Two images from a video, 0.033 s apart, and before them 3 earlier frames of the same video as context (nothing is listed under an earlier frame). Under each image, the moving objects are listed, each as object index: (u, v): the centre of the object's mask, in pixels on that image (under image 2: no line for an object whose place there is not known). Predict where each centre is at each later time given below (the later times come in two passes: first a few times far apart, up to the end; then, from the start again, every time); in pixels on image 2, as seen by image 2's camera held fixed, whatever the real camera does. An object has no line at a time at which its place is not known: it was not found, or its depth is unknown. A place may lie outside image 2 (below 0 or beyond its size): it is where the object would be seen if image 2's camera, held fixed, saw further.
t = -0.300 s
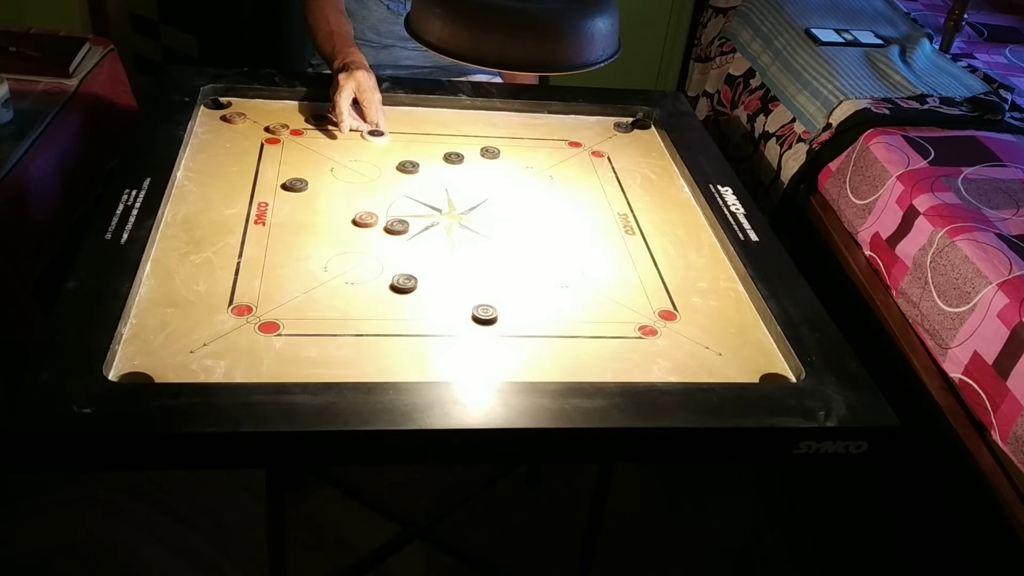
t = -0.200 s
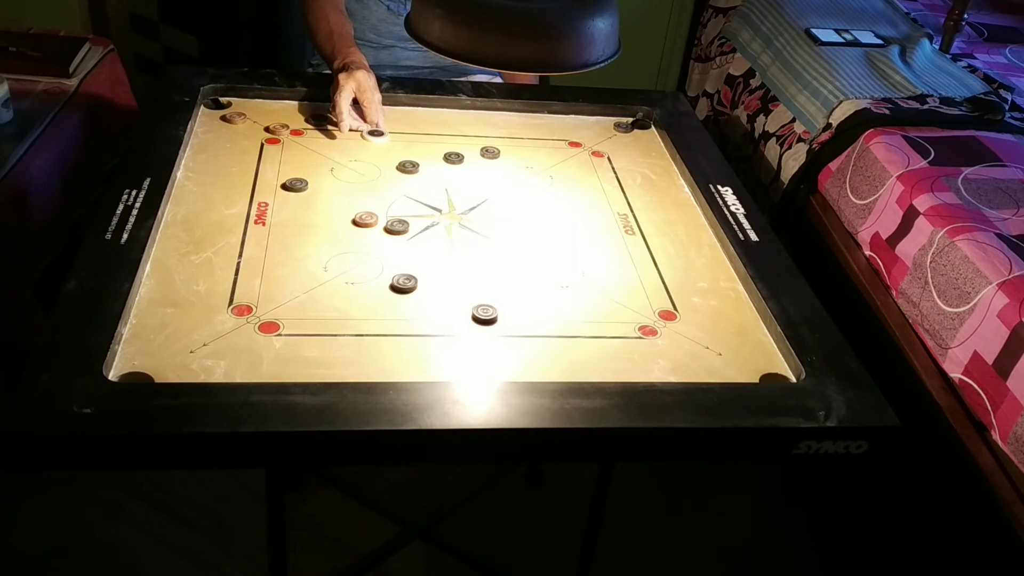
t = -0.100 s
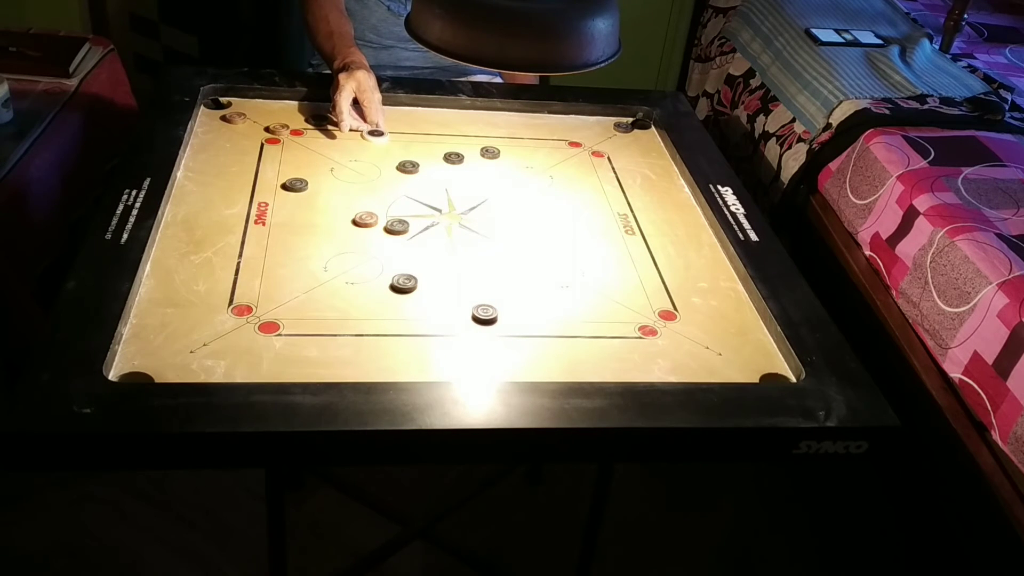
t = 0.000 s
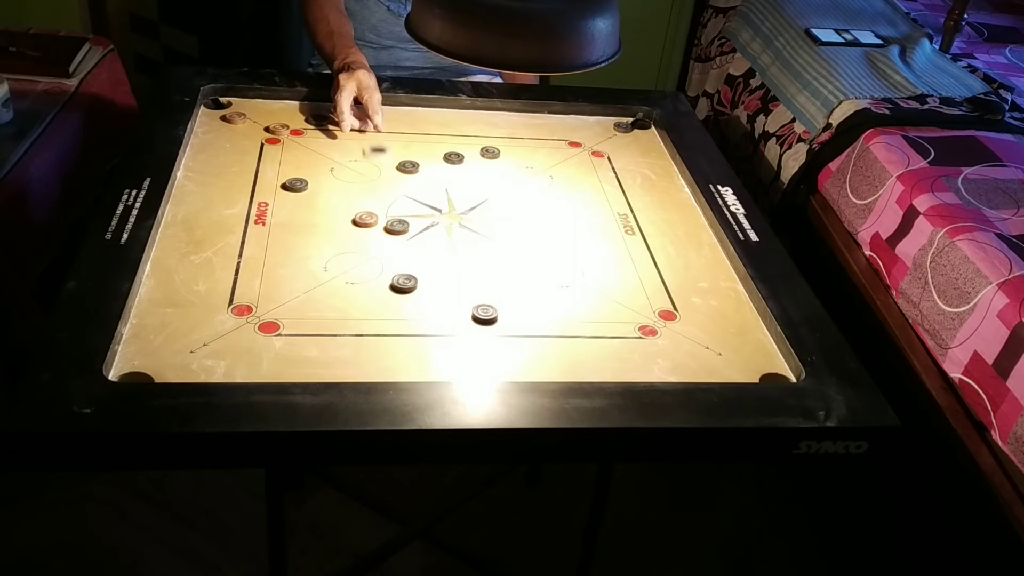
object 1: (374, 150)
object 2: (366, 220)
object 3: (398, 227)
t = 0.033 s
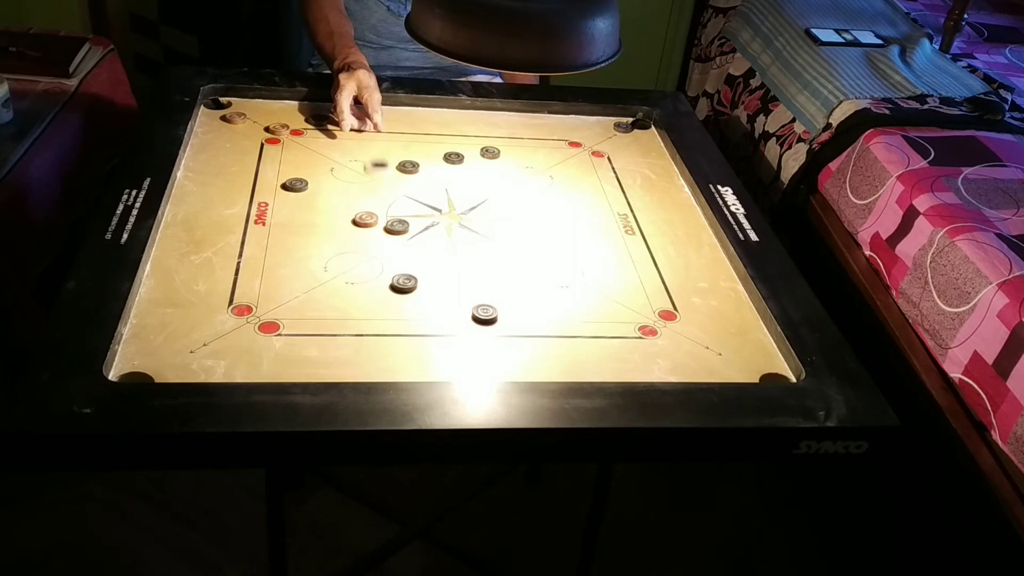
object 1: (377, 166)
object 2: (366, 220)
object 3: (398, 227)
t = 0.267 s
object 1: (399, 233)
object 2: (284, 283)
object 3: (439, 287)
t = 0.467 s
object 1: (407, 245)
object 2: (171, 370)
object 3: (471, 366)
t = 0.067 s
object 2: (366, 220)
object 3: (398, 227)
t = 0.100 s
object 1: (380, 198)
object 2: (366, 220)
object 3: (398, 227)
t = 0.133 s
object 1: (385, 213)
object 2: (359, 225)
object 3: (398, 227)
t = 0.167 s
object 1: (389, 219)
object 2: (341, 239)
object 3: (408, 241)
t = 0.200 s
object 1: (393, 224)
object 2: (323, 253)
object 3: (419, 257)
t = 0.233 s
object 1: (396, 229)
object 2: (304, 268)
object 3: (429, 272)
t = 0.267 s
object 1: (399, 233)
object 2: (284, 283)
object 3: (439, 287)
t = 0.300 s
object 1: (402, 236)
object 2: (265, 298)
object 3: (450, 302)
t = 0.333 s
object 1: (404, 238)
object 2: (243, 314)
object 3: (458, 317)
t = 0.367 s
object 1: (405, 241)
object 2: (225, 329)
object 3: (462, 329)
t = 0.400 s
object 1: (406, 243)
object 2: (206, 343)
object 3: (465, 342)
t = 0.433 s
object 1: (407, 245)
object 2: (188, 357)
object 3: (468, 354)
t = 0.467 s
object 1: (407, 245)
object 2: (171, 370)
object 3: (471, 366)
